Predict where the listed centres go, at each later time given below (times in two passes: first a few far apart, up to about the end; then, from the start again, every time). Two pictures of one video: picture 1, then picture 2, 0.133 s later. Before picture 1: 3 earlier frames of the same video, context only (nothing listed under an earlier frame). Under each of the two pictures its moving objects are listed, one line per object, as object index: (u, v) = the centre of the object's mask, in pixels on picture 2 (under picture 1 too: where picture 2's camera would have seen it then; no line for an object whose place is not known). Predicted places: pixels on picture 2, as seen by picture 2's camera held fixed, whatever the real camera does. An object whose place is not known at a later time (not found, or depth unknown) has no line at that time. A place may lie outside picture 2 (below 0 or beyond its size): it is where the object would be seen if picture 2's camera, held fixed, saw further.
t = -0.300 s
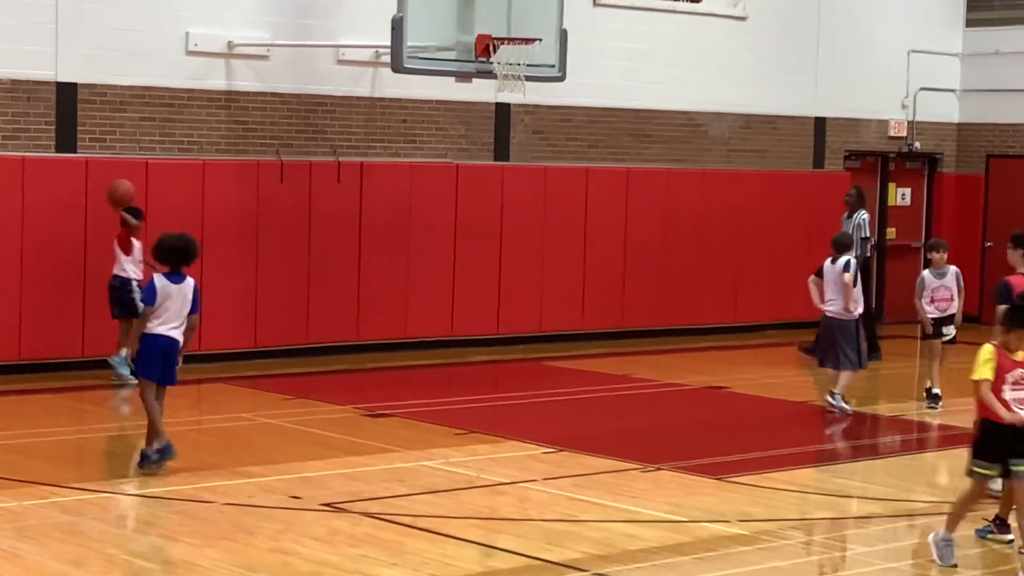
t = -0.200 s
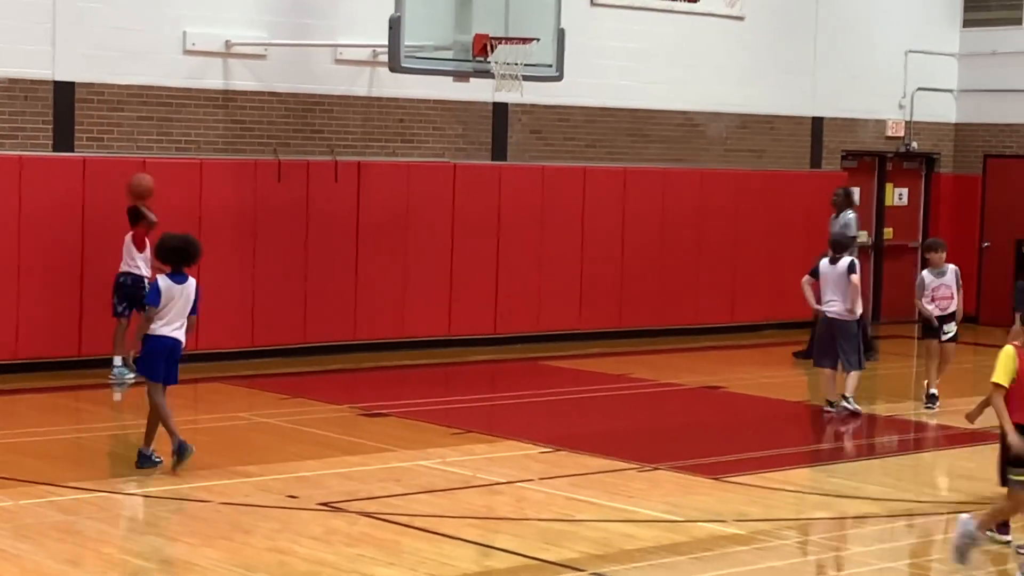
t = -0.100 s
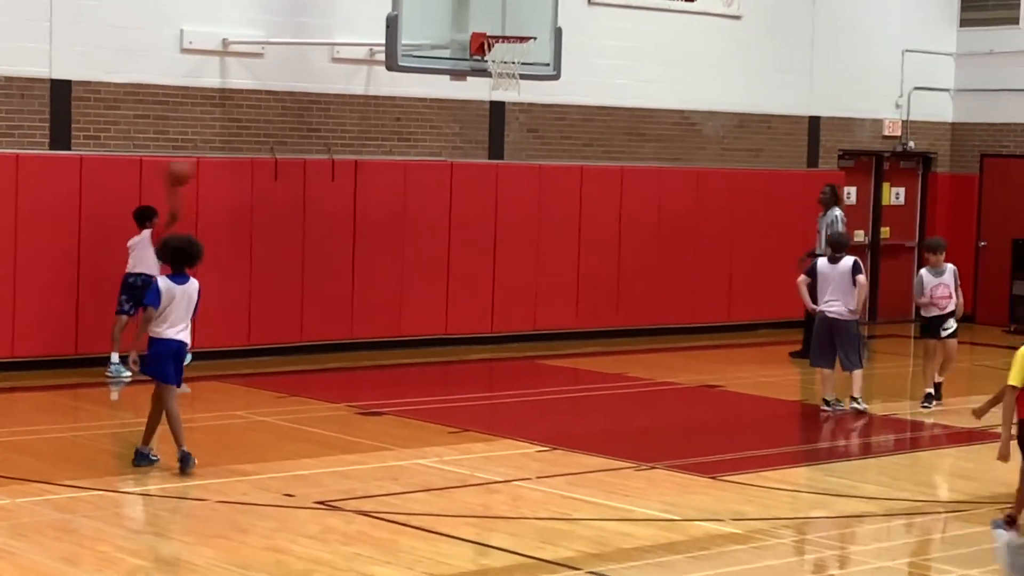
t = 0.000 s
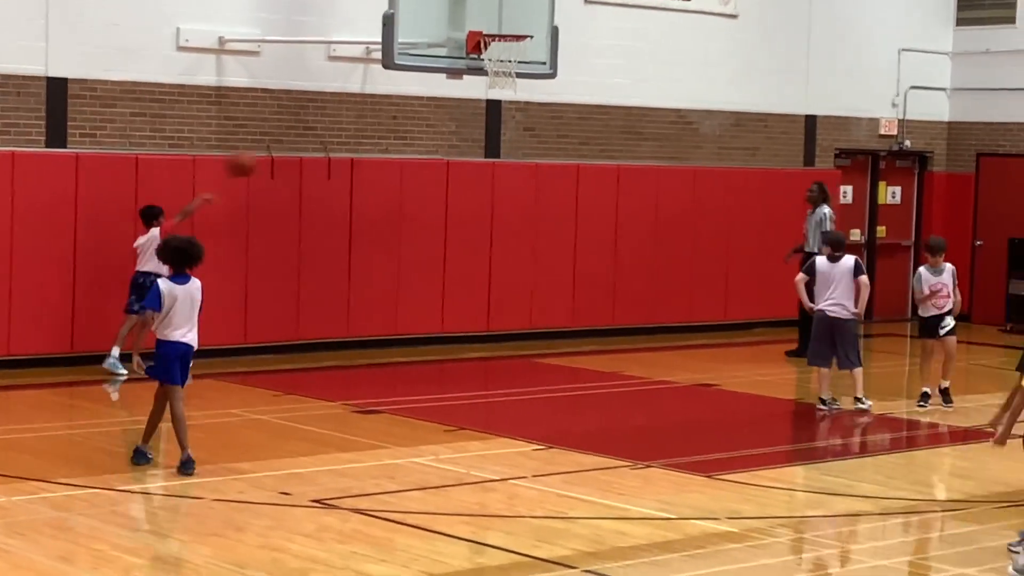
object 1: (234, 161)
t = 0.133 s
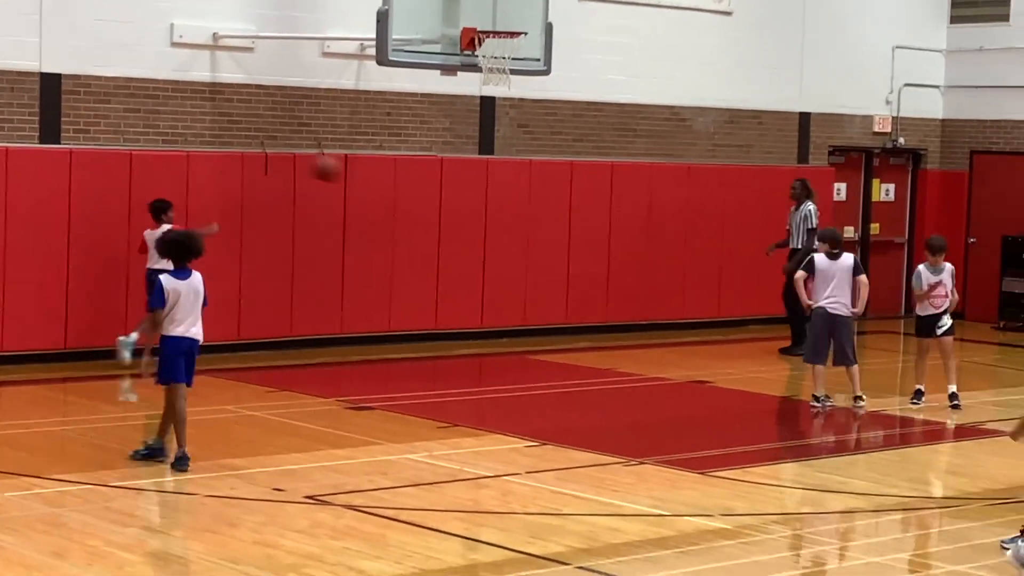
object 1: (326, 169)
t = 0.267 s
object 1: (408, 196)
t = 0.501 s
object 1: (542, 281)
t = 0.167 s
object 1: (344, 174)
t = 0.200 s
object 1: (367, 181)
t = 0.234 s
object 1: (387, 187)
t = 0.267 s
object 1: (408, 196)
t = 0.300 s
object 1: (428, 205)
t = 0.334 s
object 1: (448, 215)
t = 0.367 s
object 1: (467, 227)
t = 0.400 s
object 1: (486, 239)
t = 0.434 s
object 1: (505, 252)
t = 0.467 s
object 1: (523, 266)
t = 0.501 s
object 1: (542, 281)
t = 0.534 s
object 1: (559, 296)
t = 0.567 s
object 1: (577, 313)
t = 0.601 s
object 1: (594, 331)
